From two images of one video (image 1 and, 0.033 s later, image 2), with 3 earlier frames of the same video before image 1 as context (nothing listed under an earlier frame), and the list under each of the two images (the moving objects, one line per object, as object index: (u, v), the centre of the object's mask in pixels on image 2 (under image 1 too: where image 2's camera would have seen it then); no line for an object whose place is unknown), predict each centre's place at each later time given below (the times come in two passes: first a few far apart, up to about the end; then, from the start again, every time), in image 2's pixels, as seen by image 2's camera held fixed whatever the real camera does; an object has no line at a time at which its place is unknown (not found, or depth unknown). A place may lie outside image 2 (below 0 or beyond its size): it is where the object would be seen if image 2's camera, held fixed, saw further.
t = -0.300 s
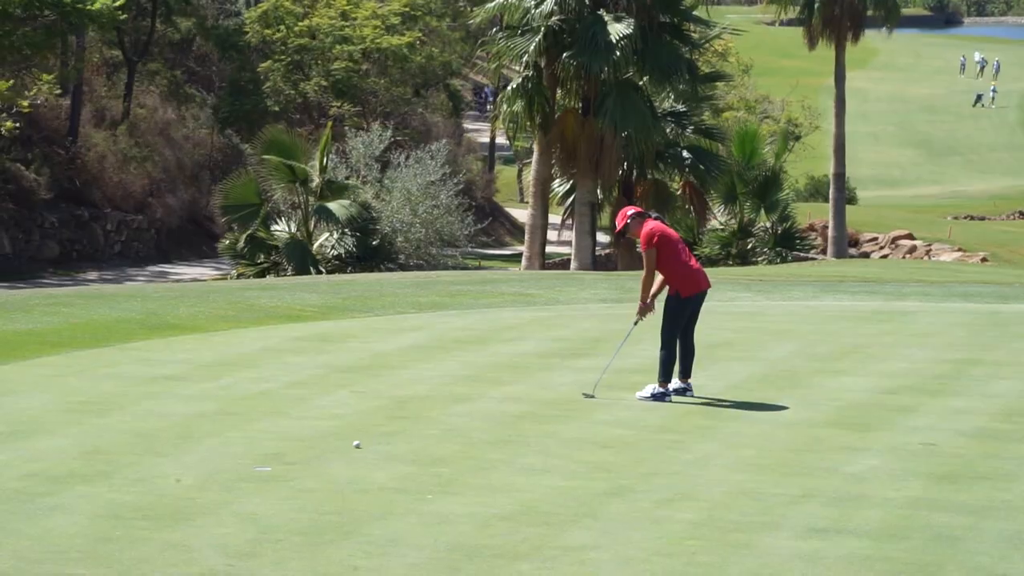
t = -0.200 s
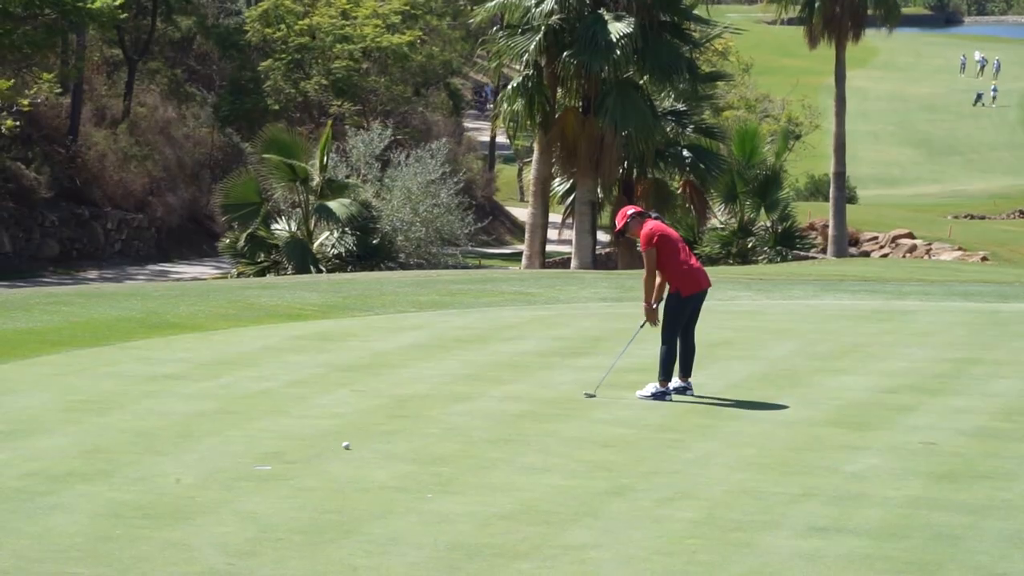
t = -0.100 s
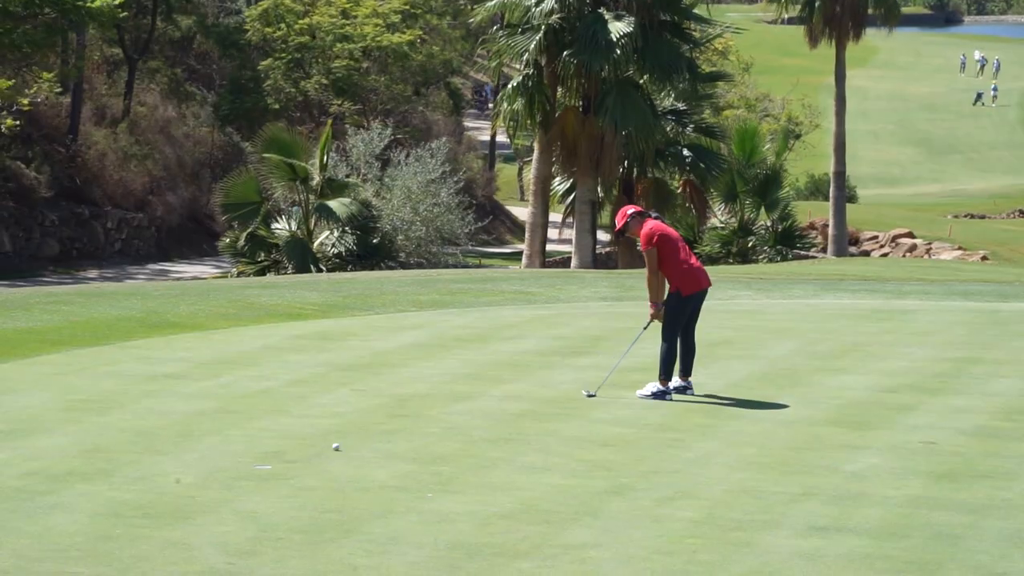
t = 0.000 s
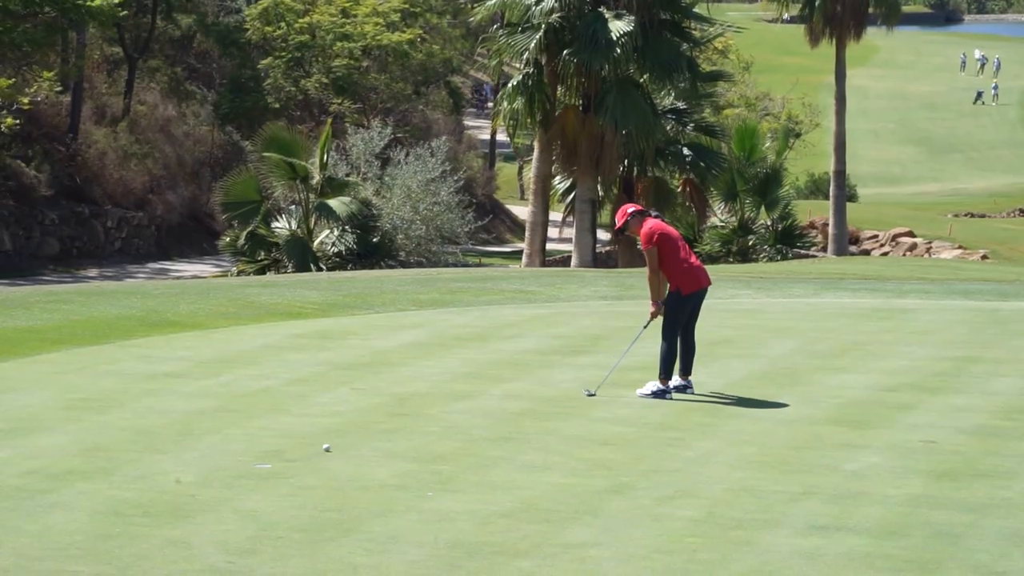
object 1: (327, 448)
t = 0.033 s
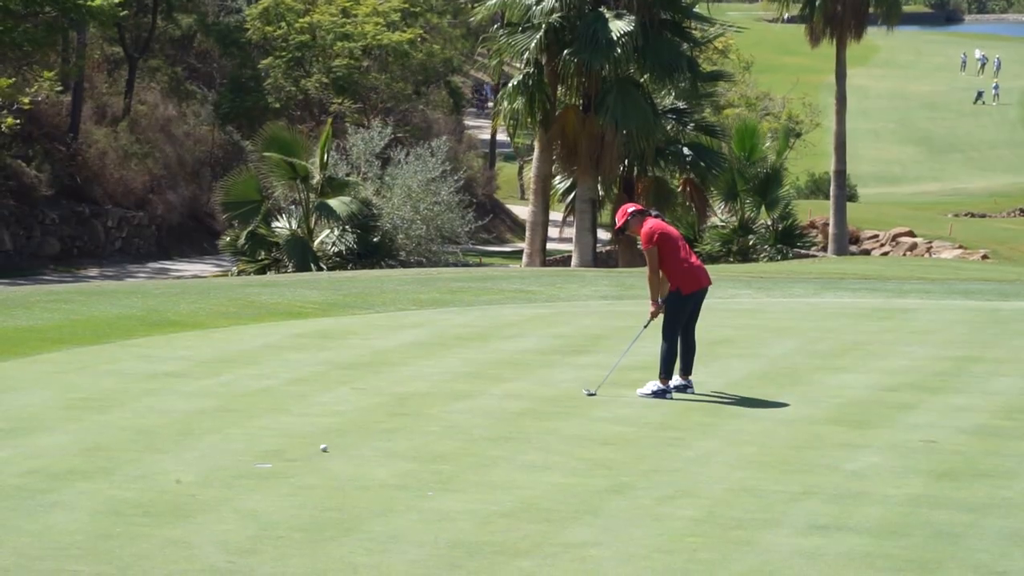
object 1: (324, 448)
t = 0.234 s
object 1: (307, 452)
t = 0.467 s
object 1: (290, 455)
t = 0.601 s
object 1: (283, 457)
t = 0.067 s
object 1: (320, 449)
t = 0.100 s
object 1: (318, 449)
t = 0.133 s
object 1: (316, 450)
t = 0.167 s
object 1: (312, 451)
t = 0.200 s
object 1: (310, 451)
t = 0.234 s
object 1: (307, 452)
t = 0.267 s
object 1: (304, 452)
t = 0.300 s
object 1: (302, 453)
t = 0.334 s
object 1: (299, 454)
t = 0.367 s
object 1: (297, 454)
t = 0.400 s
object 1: (295, 454)
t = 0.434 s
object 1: (293, 455)
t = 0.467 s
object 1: (290, 455)
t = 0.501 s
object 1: (289, 456)
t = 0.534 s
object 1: (287, 456)
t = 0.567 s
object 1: (285, 456)
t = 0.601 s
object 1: (283, 457)
